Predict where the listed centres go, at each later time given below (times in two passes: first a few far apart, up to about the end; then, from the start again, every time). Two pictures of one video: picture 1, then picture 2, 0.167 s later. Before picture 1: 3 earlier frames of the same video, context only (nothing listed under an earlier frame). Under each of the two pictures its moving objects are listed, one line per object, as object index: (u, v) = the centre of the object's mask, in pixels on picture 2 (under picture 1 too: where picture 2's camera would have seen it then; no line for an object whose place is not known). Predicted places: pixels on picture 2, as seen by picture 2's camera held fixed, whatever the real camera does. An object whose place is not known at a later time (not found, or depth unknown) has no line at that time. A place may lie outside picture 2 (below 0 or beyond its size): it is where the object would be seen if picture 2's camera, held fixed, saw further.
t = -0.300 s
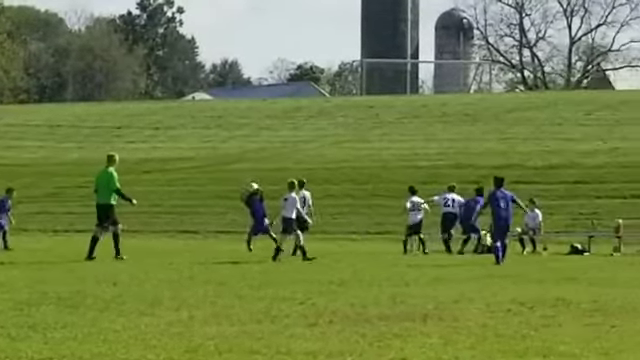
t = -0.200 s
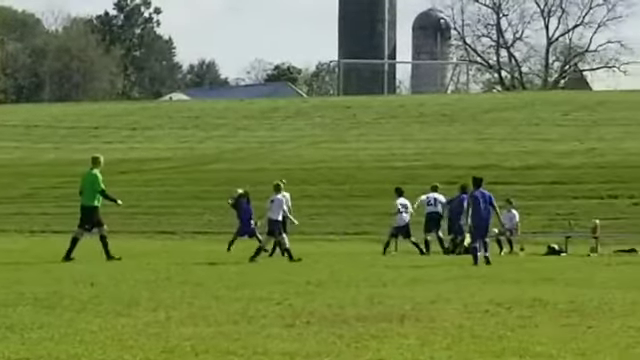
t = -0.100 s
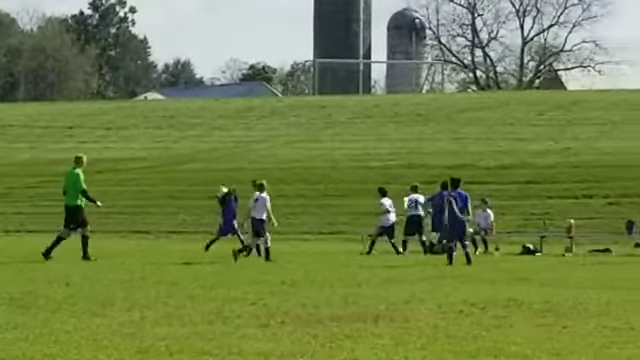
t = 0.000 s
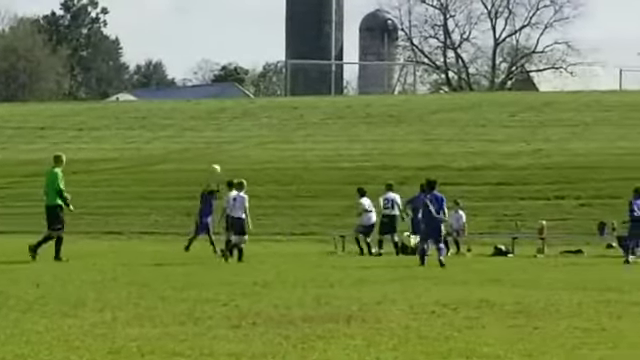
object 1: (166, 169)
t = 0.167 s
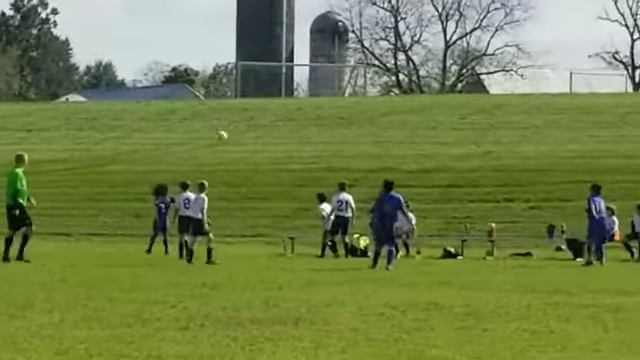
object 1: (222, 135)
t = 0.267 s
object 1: (258, 120)
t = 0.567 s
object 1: (362, 110)
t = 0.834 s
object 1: (460, 144)
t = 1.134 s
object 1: (575, 231)
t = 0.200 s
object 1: (234, 130)
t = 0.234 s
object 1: (246, 125)
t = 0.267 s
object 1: (258, 120)
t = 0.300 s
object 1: (269, 117)
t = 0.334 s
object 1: (281, 114)
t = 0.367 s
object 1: (292, 112)
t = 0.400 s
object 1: (304, 110)
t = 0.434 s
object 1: (315, 110)
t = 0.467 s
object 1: (327, 109)
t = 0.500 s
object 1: (338, 109)
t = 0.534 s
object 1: (350, 110)
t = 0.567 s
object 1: (362, 110)
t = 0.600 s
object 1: (375, 112)
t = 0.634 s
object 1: (386, 114)
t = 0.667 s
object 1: (398, 117)
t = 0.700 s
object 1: (410, 121)
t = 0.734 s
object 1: (423, 126)
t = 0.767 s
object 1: (435, 132)
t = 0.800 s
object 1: (447, 138)
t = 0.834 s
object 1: (460, 144)
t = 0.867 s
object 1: (472, 152)
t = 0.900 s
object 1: (485, 159)
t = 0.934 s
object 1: (498, 166)
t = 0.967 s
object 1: (510, 175)
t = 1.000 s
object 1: (523, 185)
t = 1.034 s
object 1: (536, 195)
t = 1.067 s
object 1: (550, 207)
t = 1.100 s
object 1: (562, 219)
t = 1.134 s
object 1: (575, 231)
